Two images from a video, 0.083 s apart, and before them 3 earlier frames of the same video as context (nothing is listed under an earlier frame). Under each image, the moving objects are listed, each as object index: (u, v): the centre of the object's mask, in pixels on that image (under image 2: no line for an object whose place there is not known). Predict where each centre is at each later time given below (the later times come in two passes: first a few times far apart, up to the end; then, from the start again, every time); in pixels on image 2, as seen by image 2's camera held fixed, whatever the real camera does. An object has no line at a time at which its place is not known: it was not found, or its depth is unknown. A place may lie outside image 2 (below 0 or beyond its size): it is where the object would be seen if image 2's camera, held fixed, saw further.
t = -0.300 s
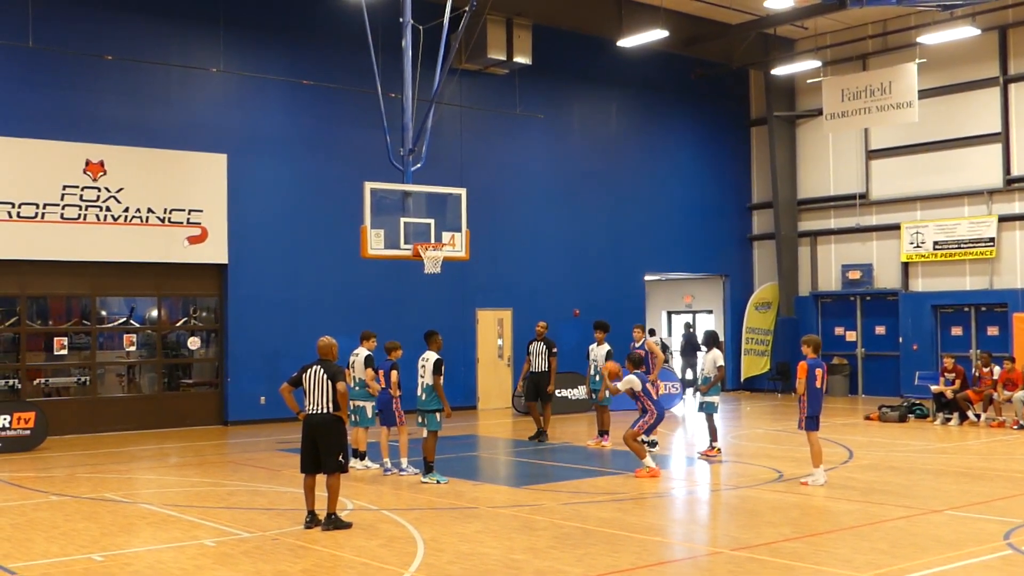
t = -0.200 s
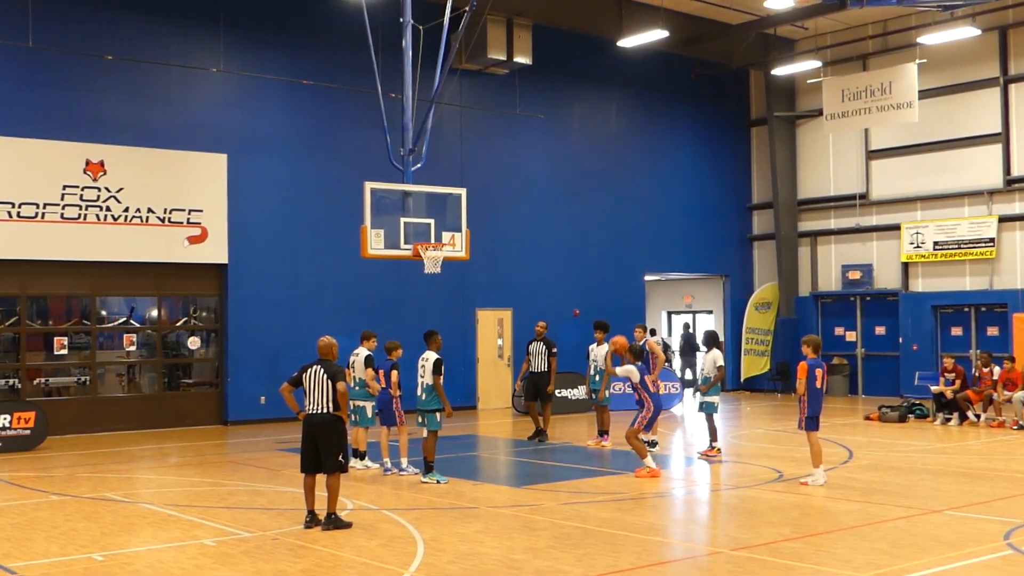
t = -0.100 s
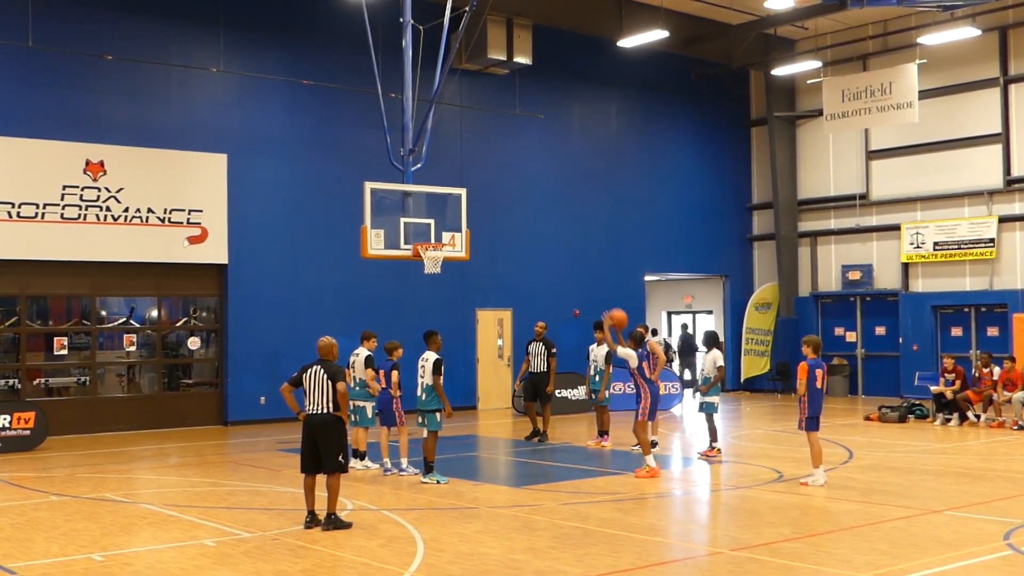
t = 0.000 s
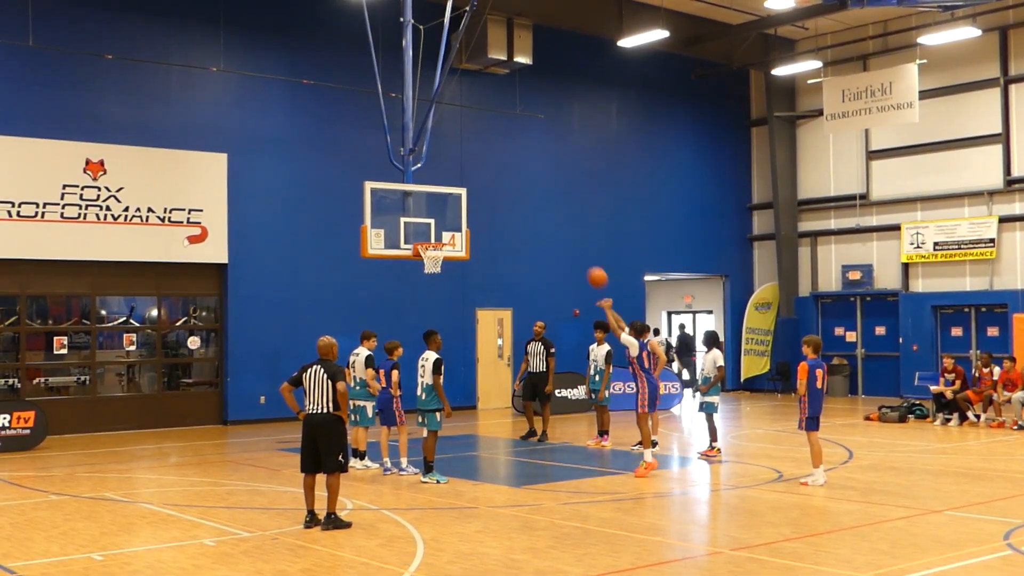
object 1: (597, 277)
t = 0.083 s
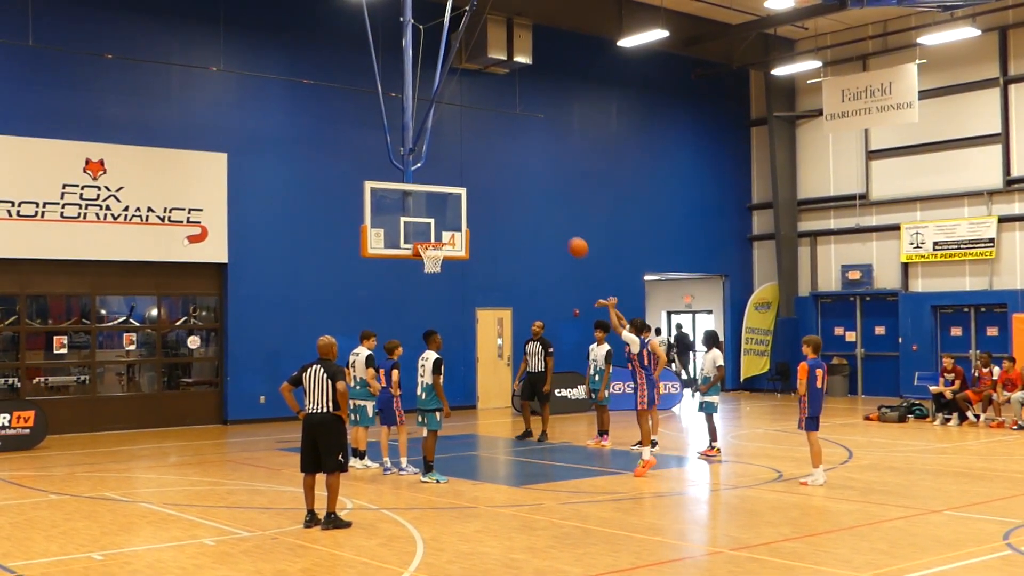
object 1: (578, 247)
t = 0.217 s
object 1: (549, 212)
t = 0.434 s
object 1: (506, 186)
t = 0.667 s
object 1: (465, 195)
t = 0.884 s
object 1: (429, 233)
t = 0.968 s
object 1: (432, 233)
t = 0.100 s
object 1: (574, 242)
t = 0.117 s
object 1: (570, 237)
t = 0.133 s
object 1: (566, 232)
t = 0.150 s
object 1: (563, 228)
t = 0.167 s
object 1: (559, 223)
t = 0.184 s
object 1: (556, 219)
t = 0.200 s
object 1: (552, 216)
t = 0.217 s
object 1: (549, 212)
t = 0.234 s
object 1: (545, 209)
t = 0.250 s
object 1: (542, 206)
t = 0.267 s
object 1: (538, 203)
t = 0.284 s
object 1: (535, 200)
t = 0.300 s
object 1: (532, 198)
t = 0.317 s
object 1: (528, 196)
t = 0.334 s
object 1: (525, 194)
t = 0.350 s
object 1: (522, 192)
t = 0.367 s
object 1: (519, 190)
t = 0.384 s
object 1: (515, 189)
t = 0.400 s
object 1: (512, 188)
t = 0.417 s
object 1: (509, 187)
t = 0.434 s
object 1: (506, 186)
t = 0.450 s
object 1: (503, 185)
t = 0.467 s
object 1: (500, 185)
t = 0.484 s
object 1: (497, 185)
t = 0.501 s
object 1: (494, 185)
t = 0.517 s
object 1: (490, 185)
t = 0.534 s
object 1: (488, 185)
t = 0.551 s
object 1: (485, 186)
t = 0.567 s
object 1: (482, 187)
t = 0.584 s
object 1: (479, 188)
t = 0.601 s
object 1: (476, 189)
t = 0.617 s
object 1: (474, 190)
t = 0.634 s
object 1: (471, 191)
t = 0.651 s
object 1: (467, 193)
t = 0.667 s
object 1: (465, 195)
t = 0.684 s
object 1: (462, 197)
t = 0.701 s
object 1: (459, 200)
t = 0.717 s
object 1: (456, 201)
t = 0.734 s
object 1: (453, 204)
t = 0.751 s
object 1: (451, 206)
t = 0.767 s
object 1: (448, 209)
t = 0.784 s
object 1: (445, 212)
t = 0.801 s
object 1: (443, 215)
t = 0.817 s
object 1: (441, 218)
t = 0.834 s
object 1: (438, 222)
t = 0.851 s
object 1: (435, 225)
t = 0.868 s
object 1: (432, 229)
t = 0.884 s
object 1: (429, 233)
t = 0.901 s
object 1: (428, 236)
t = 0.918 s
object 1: (428, 236)
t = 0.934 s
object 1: (430, 234)
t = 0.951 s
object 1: (431, 234)
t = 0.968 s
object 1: (432, 233)
